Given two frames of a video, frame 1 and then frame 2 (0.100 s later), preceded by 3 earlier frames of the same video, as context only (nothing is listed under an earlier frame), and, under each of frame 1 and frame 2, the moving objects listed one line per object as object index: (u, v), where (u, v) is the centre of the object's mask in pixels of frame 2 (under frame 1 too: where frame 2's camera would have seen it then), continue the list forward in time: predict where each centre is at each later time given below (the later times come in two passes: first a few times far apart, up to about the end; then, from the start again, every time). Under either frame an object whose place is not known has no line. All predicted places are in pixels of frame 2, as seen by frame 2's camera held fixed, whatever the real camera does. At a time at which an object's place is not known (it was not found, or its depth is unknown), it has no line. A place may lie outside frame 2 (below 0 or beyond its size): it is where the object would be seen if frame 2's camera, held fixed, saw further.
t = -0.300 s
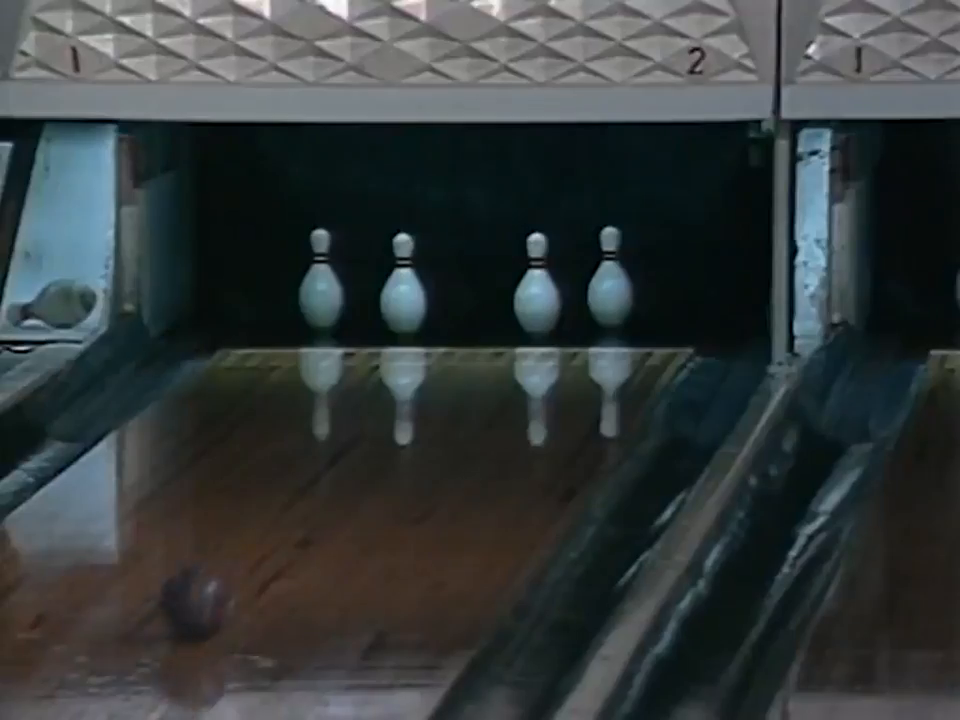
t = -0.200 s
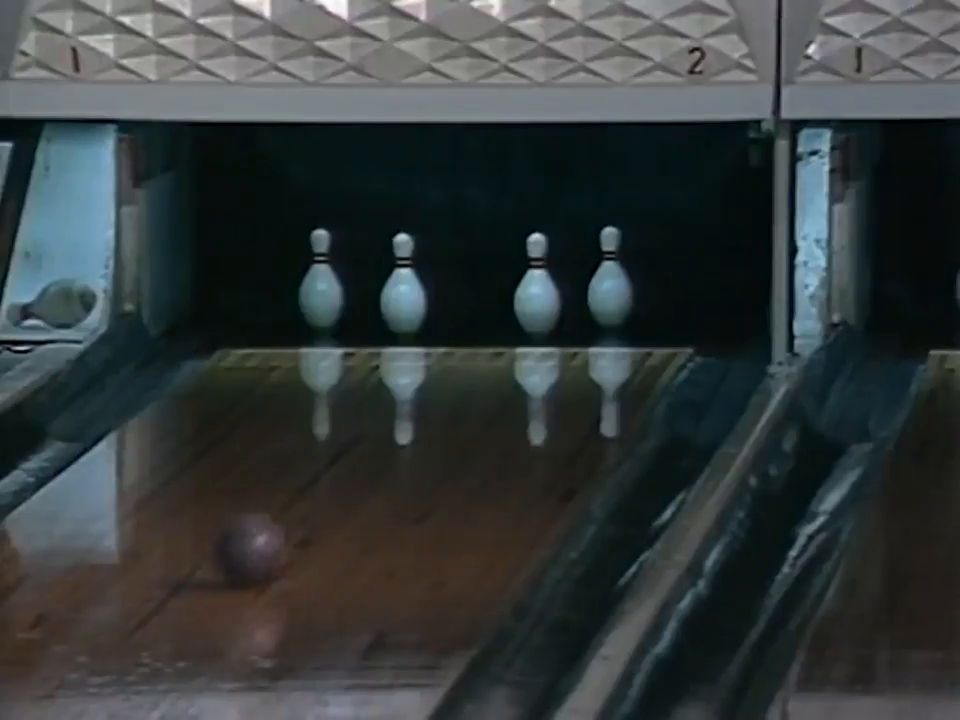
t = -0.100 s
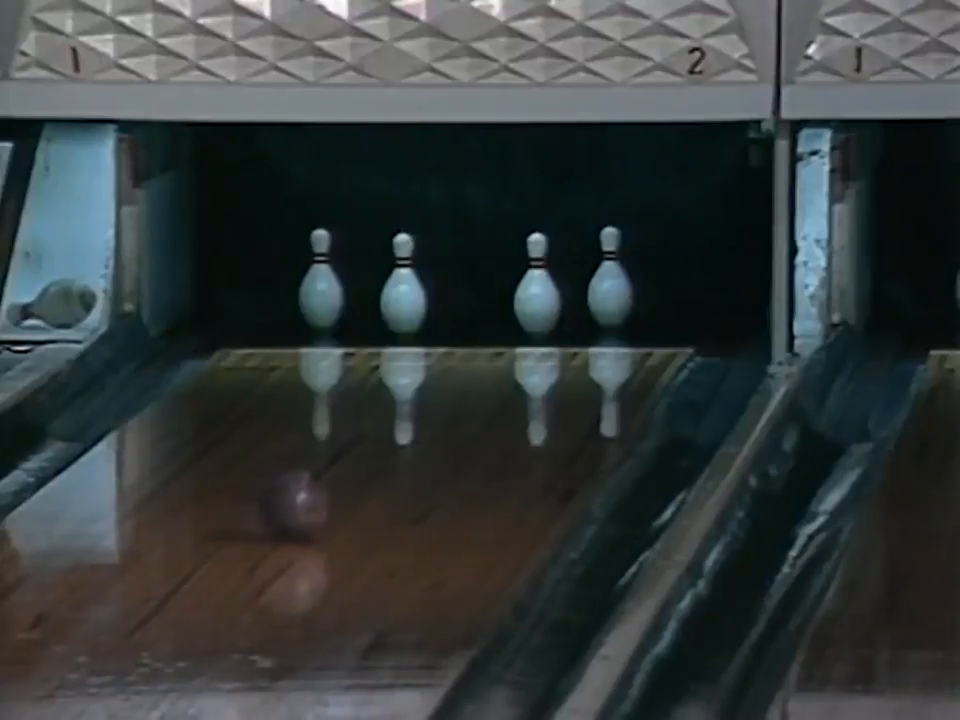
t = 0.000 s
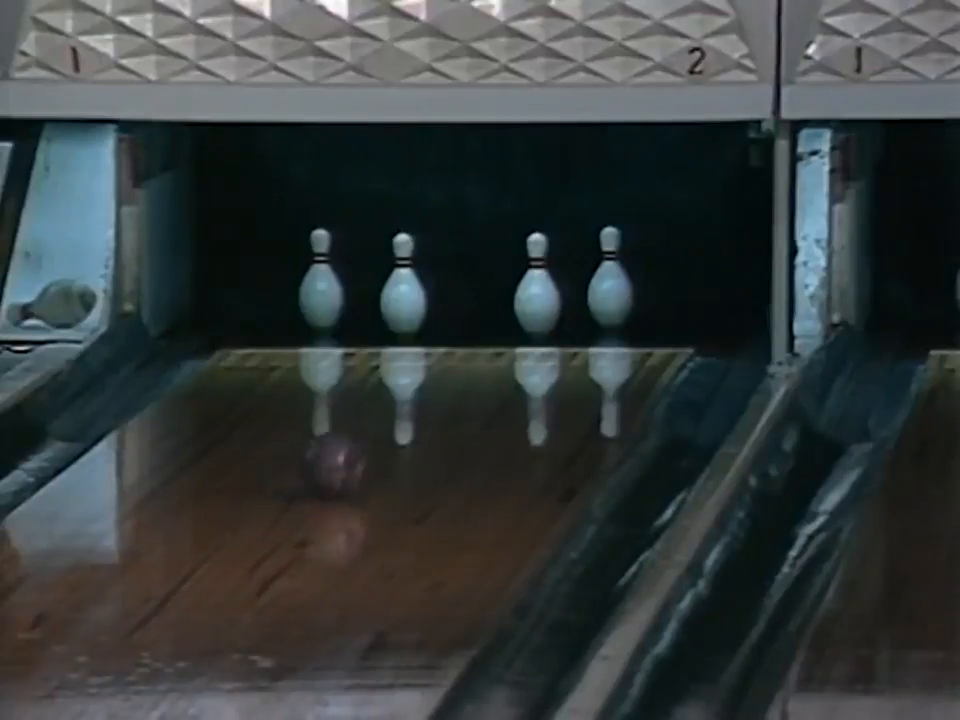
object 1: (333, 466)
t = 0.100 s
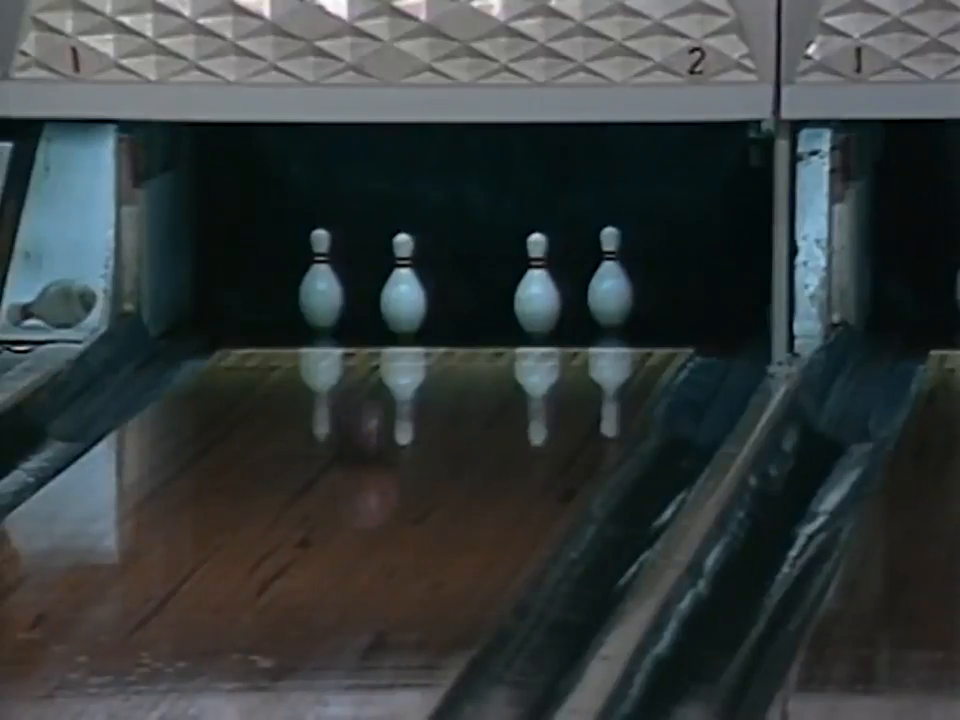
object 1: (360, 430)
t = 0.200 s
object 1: (393, 398)
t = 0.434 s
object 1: (452, 328)
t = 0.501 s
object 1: (465, 308)
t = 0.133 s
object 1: (374, 420)
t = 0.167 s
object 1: (384, 409)
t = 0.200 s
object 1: (393, 398)
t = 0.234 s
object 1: (404, 390)
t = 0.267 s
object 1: (412, 379)
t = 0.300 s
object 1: (421, 368)
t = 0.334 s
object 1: (429, 358)
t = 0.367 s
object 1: (437, 346)
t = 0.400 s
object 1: (444, 337)
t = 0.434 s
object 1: (452, 328)
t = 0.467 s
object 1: (459, 317)
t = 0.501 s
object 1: (465, 308)
